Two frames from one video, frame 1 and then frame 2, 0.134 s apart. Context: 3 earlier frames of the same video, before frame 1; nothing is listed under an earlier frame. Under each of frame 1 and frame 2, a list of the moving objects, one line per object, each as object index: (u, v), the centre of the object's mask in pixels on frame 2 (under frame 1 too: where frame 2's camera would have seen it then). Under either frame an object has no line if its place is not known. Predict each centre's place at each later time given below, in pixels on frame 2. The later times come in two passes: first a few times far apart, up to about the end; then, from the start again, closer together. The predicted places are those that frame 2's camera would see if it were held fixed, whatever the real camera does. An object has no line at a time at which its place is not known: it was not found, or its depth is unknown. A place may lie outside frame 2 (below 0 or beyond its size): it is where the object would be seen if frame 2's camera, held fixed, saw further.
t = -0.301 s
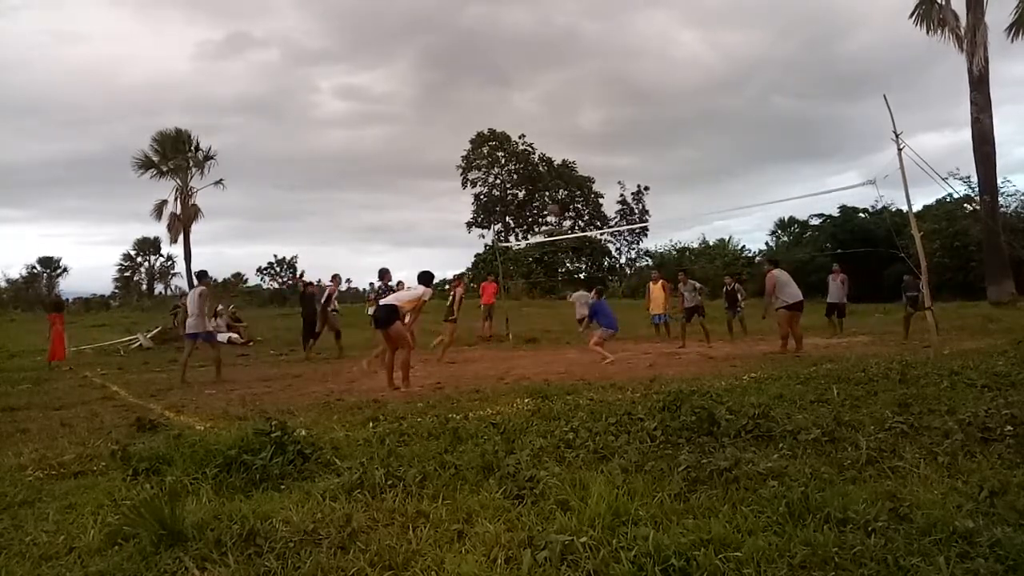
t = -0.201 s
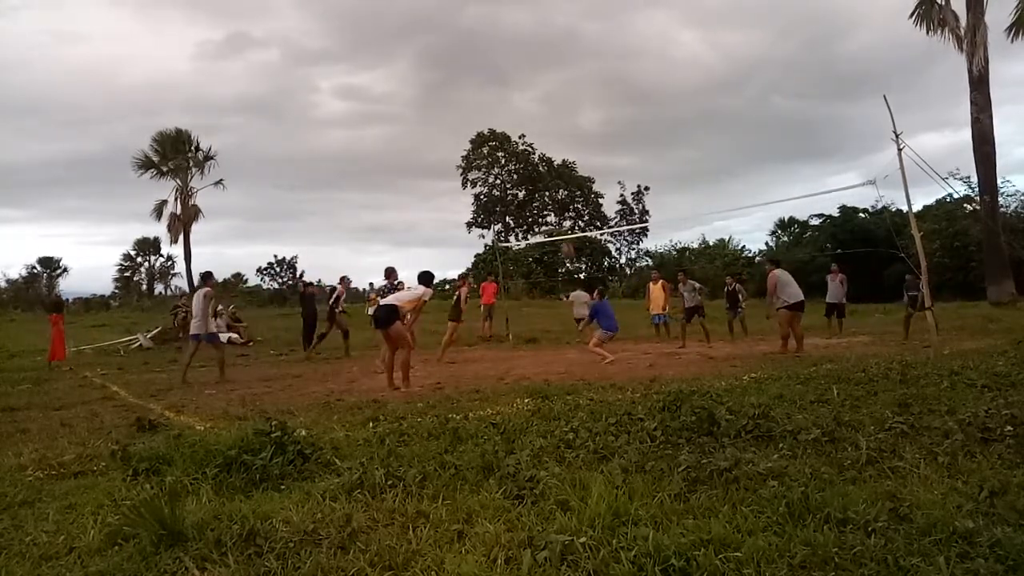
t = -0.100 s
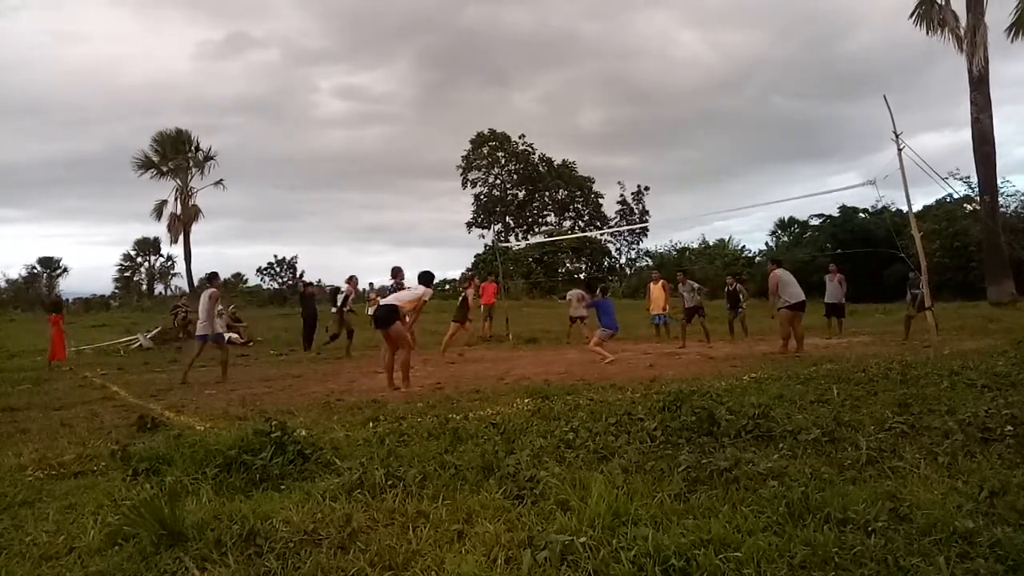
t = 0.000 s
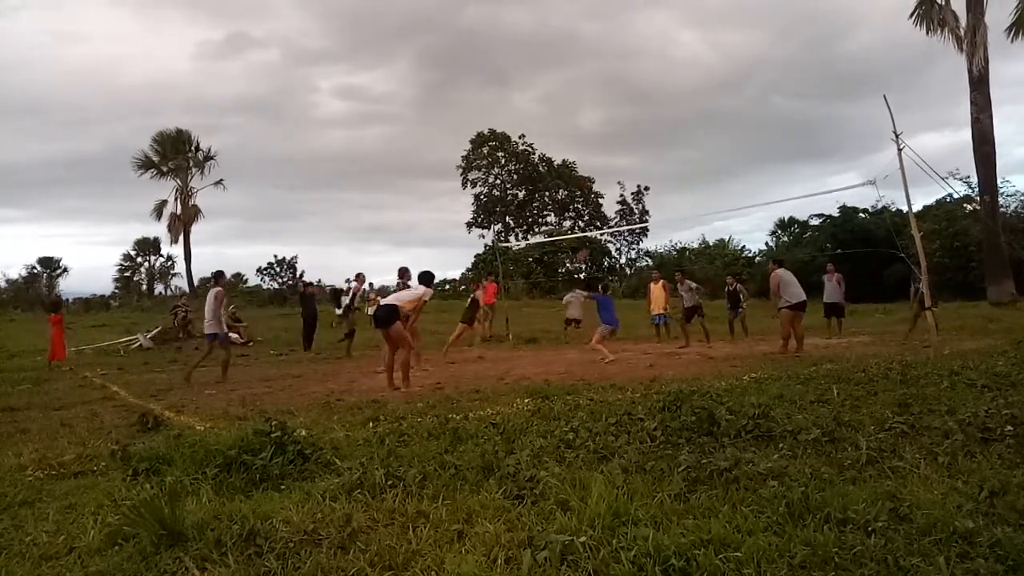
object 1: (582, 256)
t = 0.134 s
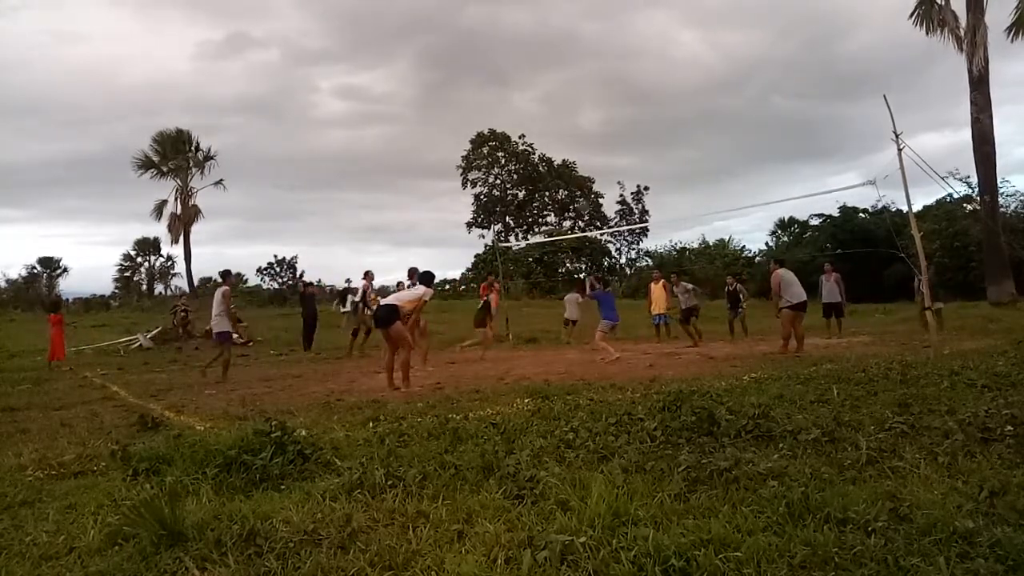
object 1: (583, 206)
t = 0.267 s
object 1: (584, 167)
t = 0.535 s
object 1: (586, 120)
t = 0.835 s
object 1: (589, 114)
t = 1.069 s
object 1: (591, 141)
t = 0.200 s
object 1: (583, 184)
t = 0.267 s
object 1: (584, 167)
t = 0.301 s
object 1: (584, 159)
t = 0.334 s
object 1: (585, 151)
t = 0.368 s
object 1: (585, 145)
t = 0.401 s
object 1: (585, 138)
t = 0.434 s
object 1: (585, 133)
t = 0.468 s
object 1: (585, 128)
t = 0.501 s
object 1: (586, 124)
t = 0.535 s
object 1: (586, 120)
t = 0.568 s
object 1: (586, 117)
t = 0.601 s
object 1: (586, 115)
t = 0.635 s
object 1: (587, 113)
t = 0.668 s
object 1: (587, 111)
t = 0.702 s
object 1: (587, 111)
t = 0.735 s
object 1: (588, 111)
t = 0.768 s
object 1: (588, 111)
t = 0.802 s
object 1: (588, 112)
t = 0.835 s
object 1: (589, 114)
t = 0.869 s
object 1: (589, 116)
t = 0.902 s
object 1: (589, 119)
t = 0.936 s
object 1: (590, 122)
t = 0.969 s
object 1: (590, 126)
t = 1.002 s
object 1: (591, 131)
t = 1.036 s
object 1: (591, 135)
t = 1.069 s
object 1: (591, 141)
